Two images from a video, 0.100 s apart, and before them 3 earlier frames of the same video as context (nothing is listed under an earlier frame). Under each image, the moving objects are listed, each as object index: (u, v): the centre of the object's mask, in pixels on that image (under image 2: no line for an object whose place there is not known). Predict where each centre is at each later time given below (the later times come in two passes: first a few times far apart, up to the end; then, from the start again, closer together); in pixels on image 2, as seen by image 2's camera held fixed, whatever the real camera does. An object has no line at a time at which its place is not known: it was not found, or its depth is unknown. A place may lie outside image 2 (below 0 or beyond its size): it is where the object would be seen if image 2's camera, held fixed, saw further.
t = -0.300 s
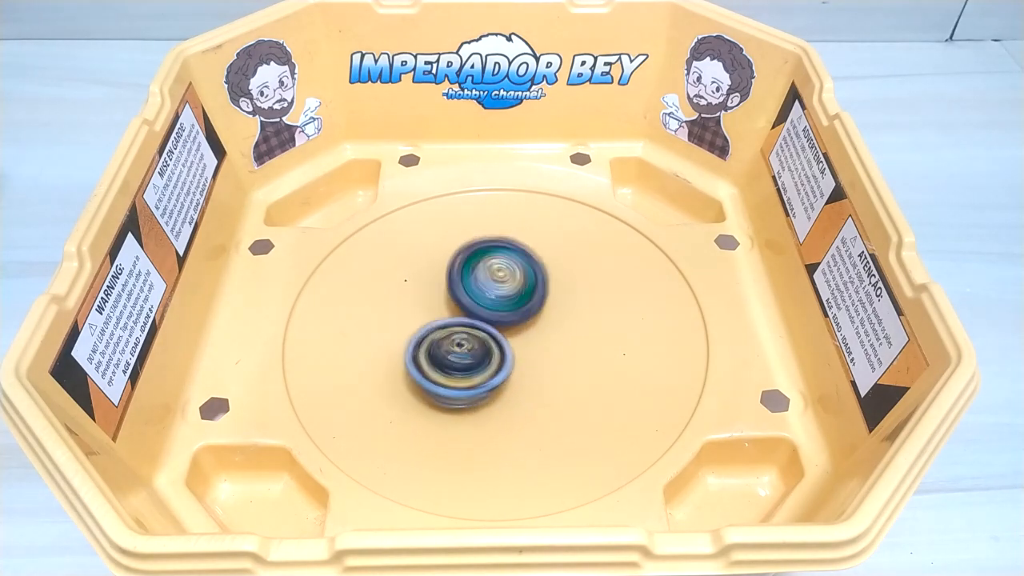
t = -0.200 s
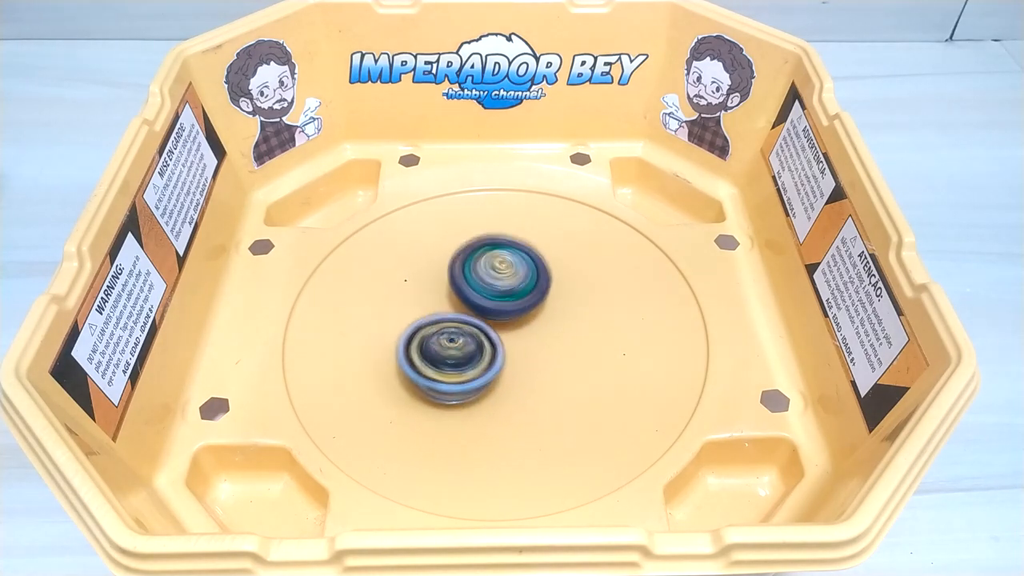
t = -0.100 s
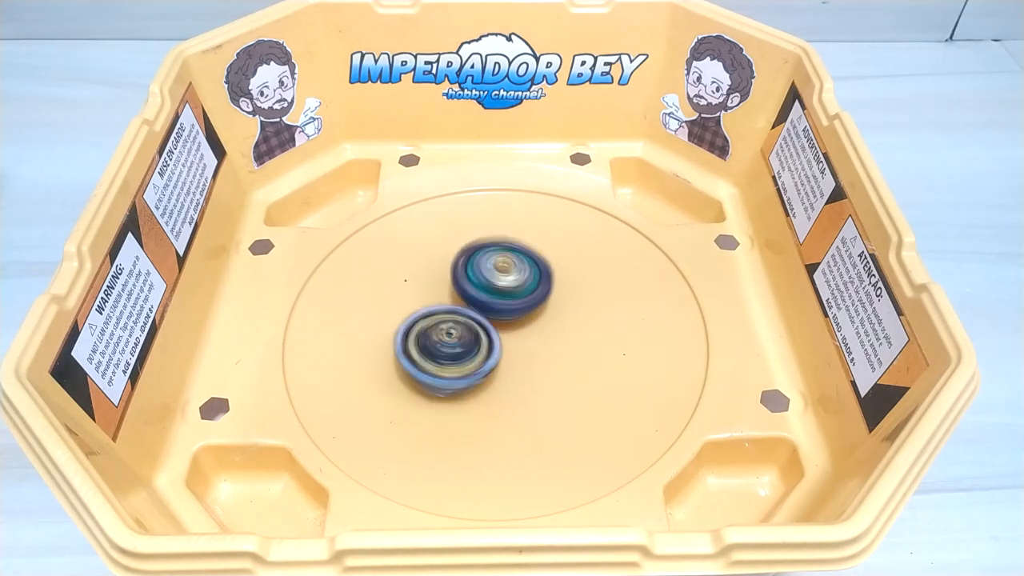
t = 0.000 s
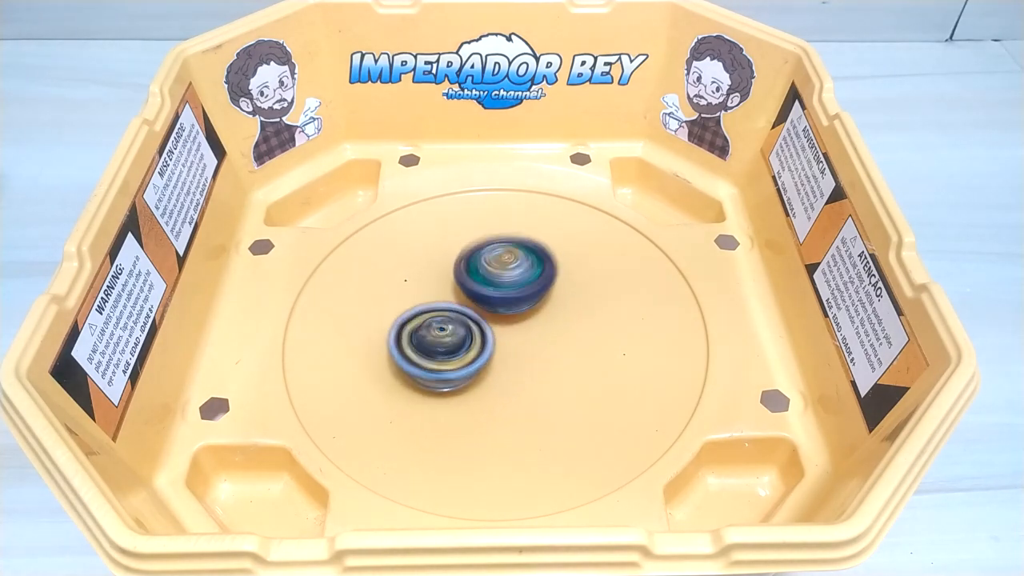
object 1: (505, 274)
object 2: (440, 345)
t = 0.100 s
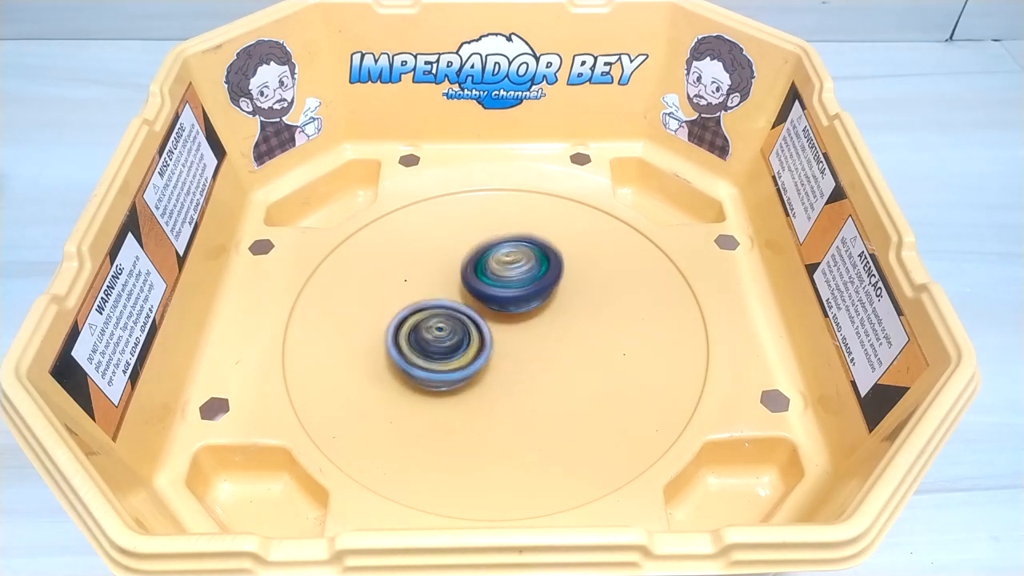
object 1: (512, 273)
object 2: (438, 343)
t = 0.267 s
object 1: (516, 270)
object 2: (441, 342)
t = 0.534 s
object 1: (525, 279)
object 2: (462, 349)
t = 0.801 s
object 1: (560, 240)
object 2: (411, 398)
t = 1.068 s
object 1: (535, 290)
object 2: (424, 376)
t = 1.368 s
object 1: (544, 297)
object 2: (424, 381)
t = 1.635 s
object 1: (538, 314)
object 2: (468, 379)
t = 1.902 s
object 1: (518, 305)
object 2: (471, 423)
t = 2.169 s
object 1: (508, 316)
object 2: (475, 398)
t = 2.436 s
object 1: (500, 311)
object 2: (477, 403)
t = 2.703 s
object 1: (495, 296)
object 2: (484, 399)
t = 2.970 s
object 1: (484, 299)
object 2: (493, 386)
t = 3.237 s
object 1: (476, 293)
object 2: (518, 390)
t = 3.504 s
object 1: (479, 295)
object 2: (531, 373)
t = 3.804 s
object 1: (473, 293)
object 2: (534, 373)
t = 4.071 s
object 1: (472, 293)
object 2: (527, 372)
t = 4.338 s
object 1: (479, 309)
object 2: (537, 372)
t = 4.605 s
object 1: (484, 306)
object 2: (528, 370)
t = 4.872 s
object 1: (483, 302)
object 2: (529, 370)
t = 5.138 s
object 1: (482, 300)
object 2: (529, 370)
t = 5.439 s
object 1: (483, 300)
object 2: (529, 370)
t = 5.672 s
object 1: (483, 300)
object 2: (529, 370)
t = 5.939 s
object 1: (483, 300)
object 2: (528, 370)
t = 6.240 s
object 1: (483, 300)
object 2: (529, 370)
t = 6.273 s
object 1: (483, 300)
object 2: (529, 370)
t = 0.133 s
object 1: (512, 273)
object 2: (439, 342)
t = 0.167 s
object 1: (512, 274)
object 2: (439, 341)
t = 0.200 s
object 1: (513, 274)
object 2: (442, 339)
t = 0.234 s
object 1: (514, 273)
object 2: (442, 339)
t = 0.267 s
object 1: (516, 270)
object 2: (441, 342)
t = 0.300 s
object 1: (516, 270)
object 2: (441, 345)
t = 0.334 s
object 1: (516, 270)
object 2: (443, 346)
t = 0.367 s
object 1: (517, 272)
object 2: (445, 348)
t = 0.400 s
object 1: (518, 274)
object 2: (449, 348)
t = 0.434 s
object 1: (520, 276)
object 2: (452, 350)
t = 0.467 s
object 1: (521, 277)
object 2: (456, 349)
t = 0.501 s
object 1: (523, 279)
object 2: (462, 350)
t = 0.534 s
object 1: (525, 279)
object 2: (462, 349)
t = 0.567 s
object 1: (538, 263)
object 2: (446, 366)
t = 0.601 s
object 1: (552, 249)
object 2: (432, 380)
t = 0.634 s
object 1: (557, 241)
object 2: (425, 388)
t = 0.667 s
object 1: (562, 235)
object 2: (418, 394)
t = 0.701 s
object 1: (563, 232)
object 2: (415, 396)
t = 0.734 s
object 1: (563, 233)
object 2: (414, 398)
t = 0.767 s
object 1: (561, 236)
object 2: (413, 398)
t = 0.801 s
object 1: (560, 240)
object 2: (411, 398)
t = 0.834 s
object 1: (559, 244)
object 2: (409, 397)
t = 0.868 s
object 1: (559, 249)
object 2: (406, 394)
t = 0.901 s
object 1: (557, 255)
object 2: (406, 390)
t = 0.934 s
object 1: (556, 260)
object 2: (407, 388)
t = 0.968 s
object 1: (551, 266)
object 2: (410, 385)
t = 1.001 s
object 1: (547, 274)
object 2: (414, 382)
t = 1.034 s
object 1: (542, 281)
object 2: (418, 380)
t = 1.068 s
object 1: (535, 290)
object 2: (424, 376)
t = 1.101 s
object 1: (527, 302)
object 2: (433, 368)
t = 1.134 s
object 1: (522, 310)
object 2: (437, 366)
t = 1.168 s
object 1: (532, 304)
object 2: (423, 371)
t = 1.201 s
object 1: (541, 299)
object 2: (416, 377)
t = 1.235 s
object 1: (548, 297)
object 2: (413, 379)
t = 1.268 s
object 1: (550, 296)
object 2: (415, 379)
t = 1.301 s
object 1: (550, 296)
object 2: (419, 381)
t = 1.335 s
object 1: (547, 296)
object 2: (422, 382)
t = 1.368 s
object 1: (544, 297)
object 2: (424, 381)
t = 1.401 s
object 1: (542, 300)
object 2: (432, 382)
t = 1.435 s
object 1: (540, 303)
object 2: (437, 381)
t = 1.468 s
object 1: (540, 306)
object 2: (441, 380)
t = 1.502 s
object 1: (541, 309)
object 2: (448, 380)
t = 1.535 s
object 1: (542, 311)
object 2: (455, 380)
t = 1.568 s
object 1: (541, 312)
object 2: (458, 381)
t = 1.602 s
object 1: (540, 314)
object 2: (462, 381)
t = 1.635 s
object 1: (538, 314)
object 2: (468, 379)
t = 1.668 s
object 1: (537, 313)
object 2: (471, 381)
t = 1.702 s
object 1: (535, 311)
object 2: (471, 386)
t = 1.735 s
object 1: (536, 305)
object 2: (469, 399)
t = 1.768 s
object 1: (537, 301)
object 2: (469, 405)
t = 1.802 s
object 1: (532, 299)
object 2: (470, 413)
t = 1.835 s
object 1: (525, 300)
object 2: (473, 419)
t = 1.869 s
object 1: (522, 300)
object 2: (473, 422)
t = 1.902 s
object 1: (518, 305)
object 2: (471, 423)
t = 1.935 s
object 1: (516, 308)
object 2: (471, 423)
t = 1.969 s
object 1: (515, 310)
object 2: (473, 422)
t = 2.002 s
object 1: (515, 311)
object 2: (472, 419)
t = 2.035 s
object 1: (513, 312)
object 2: (471, 417)
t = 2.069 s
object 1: (513, 313)
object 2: (471, 413)
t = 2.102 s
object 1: (510, 316)
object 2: (475, 407)
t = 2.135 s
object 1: (508, 316)
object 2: (476, 401)
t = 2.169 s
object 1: (508, 316)
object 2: (475, 398)
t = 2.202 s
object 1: (505, 314)
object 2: (469, 396)
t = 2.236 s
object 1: (502, 313)
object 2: (465, 399)
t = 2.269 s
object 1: (500, 312)
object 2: (466, 400)
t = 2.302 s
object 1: (499, 312)
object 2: (470, 403)
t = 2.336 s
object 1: (499, 310)
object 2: (472, 404)
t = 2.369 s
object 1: (500, 310)
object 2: (473, 404)
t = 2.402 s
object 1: (501, 310)
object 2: (474, 404)
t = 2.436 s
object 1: (500, 311)
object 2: (477, 403)
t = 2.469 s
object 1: (500, 311)
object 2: (480, 402)
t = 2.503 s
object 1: (498, 311)
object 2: (484, 399)
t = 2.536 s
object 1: (497, 309)
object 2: (484, 398)
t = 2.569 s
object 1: (497, 308)
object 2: (483, 397)
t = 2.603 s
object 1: (493, 304)
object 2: (486, 391)
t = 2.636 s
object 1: (495, 299)
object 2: (485, 393)
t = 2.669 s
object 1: (496, 298)
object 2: (485, 397)
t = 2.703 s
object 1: (495, 296)
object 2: (484, 399)
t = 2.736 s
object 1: (494, 294)
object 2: (485, 400)
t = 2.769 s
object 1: (493, 295)
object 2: (489, 401)
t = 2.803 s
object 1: (490, 294)
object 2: (492, 400)
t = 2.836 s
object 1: (489, 294)
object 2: (493, 402)
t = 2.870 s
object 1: (488, 295)
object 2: (492, 400)
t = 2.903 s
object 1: (488, 297)
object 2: (491, 393)
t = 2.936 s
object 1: (485, 298)
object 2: (491, 388)
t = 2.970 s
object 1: (484, 299)
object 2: (493, 386)
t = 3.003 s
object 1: (482, 299)
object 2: (497, 388)
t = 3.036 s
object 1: (480, 298)
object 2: (500, 387)
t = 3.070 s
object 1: (479, 298)
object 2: (501, 386)
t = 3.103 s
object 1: (479, 298)
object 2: (506, 381)
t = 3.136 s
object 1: (477, 298)
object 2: (510, 382)
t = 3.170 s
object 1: (476, 297)
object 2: (513, 385)
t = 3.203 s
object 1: (475, 295)
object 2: (516, 389)
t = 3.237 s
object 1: (476, 293)
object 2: (518, 390)
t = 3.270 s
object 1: (475, 293)
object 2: (517, 389)
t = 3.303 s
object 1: (474, 293)
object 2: (521, 385)
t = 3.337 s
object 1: (475, 293)
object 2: (526, 384)
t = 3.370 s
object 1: (477, 293)
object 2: (527, 383)
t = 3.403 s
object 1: (480, 294)
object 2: (533, 381)
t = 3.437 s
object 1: (480, 293)
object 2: (533, 378)
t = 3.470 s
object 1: (479, 295)
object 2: (532, 375)
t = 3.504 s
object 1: (479, 295)
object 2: (531, 373)
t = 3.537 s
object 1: (479, 296)
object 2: (534, 369)
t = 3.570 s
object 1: (480, 298)
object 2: (537, 369)
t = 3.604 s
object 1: (477, 298)
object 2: (536, 369)
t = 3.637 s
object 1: (477, 298)
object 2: (533, 368)
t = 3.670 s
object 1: (476, 297)
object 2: (532, 368)
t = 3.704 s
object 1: (476, 297)
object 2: (531, 370)
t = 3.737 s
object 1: (477, 295)
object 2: (531, 371)
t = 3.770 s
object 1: (475, 295)
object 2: (532, 373)
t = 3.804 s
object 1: (473, 293)
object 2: (534, 373)
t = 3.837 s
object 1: (472, 290)
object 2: (534, 373)
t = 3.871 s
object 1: (471, 290)
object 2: (533, 374)
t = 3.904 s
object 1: (471, 290)
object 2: (532, 374)
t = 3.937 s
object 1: (472, 290)
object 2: (532, 375)
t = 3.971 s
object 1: (472, 290)
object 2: (531, 373)
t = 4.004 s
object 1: (472, 290)
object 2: (530, 373)
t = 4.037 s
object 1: (473, 291)
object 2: (528, 372)
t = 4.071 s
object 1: (472, 293)
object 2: (527, 372)
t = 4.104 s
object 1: (474, 295)
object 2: (527, 372)
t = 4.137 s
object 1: (477, 299)
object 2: (527, 372)
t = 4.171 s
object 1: (479, 303)
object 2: (527, 372)
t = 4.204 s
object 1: (482, 305)
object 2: (527, 372)
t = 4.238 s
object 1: (482, 309)
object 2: (530, 373)
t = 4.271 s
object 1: (480, 310)
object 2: (535, 373)
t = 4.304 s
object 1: (479, 310)
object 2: (537, 372)
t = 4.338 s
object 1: (479, 309)
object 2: (537, 372)
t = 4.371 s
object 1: (480, 307)
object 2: (535, 372)
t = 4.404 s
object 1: (481, 307)
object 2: (532, 372)
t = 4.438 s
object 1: (481, 307)
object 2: (529, 370)
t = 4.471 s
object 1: (482, 307)
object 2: (528, 370)
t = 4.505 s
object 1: (483, 307)
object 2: (528, 370)
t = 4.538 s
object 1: (484, 307)
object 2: (528, 370)
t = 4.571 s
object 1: (484, 306)
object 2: (528, 370)
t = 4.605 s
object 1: (484, 306)
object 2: (528, 370)
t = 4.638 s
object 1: (484, 306)
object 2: (528, 370)
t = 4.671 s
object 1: (484, 305)
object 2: (528, 370)
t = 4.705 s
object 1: (484, 305)
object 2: (528, 370)
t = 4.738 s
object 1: (484, 303)
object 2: (528, 370)
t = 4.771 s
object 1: (484, 303)
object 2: (528, 370)
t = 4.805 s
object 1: (484, 303)
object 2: (528, 370)
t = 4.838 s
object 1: (484, 303)
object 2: (529, 370)
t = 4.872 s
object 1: (483, 302)
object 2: (529, 370)
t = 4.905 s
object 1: (482, 302)
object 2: (529, 370)
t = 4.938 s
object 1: (482, 301)
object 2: (528, 370)
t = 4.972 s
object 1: (481, 300)
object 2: (528, 370)
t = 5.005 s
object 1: (481, 300)
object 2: (528, 370)
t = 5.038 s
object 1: (481, 300)
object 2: (529, 370)
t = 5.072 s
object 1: (481, 300)
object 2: (528, 369)
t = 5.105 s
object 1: (481, 300)
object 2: (528, 369)
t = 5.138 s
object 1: (482, 300)
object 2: (529, 370)
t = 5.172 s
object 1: (482, 300)
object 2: (529, 370)
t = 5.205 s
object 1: (483, 300)
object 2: (529, 370)
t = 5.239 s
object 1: (483, 300)
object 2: (528, 370)
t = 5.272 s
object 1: (483, 300)
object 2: (529, 370)
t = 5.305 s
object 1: (483, 300)
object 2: (528, 370)
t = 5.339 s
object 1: (483, 300)
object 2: (529, 370)
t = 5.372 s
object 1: (483, 300)
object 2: (529, 370)
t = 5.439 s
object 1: (483, 300)
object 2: (529, 370)
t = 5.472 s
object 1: (483, 300)
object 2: (529, 370)
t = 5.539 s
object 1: (483, 300)
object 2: (529, 370)
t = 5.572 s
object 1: (483, 300)
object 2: (529, 370)
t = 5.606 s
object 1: (483, 300)
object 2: (529, 370)
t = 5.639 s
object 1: (483, 300)
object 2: (529, 370)
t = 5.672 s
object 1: (483, 300)
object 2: (529, 370)
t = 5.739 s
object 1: (483, 300)
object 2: (529, 370)
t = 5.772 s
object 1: (483, 300)
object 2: (528, 370)
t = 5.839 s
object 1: (483, 300)
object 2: (529, 370)
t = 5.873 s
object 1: (483, 300)
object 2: (529, 370)
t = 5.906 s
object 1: (483, 300)
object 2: (528, 370)
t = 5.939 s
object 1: (483, 300)
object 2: (528, 370)
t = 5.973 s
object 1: (483, 300)
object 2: (529, 370)
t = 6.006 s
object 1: (483, 300)
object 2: (529, 370)
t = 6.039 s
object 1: (483, 300)
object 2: (528, 369)
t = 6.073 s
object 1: (483, 300)
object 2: (528, 370)
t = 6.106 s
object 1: (483, 300)
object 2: (528, 370)
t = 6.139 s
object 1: (483, 300)
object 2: (528, 370)
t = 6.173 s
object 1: (483, 300)
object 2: (528, 370)
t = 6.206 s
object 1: (483, 300)
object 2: (528, 370)
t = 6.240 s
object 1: (483, 300)
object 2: (529, 370)
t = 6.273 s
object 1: (483, 300)
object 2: (529, 370)
